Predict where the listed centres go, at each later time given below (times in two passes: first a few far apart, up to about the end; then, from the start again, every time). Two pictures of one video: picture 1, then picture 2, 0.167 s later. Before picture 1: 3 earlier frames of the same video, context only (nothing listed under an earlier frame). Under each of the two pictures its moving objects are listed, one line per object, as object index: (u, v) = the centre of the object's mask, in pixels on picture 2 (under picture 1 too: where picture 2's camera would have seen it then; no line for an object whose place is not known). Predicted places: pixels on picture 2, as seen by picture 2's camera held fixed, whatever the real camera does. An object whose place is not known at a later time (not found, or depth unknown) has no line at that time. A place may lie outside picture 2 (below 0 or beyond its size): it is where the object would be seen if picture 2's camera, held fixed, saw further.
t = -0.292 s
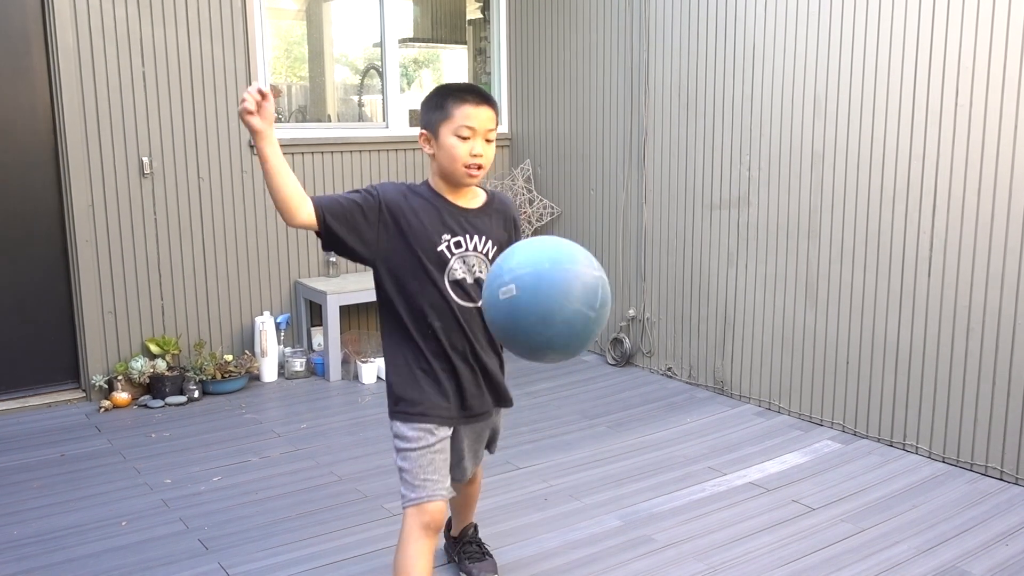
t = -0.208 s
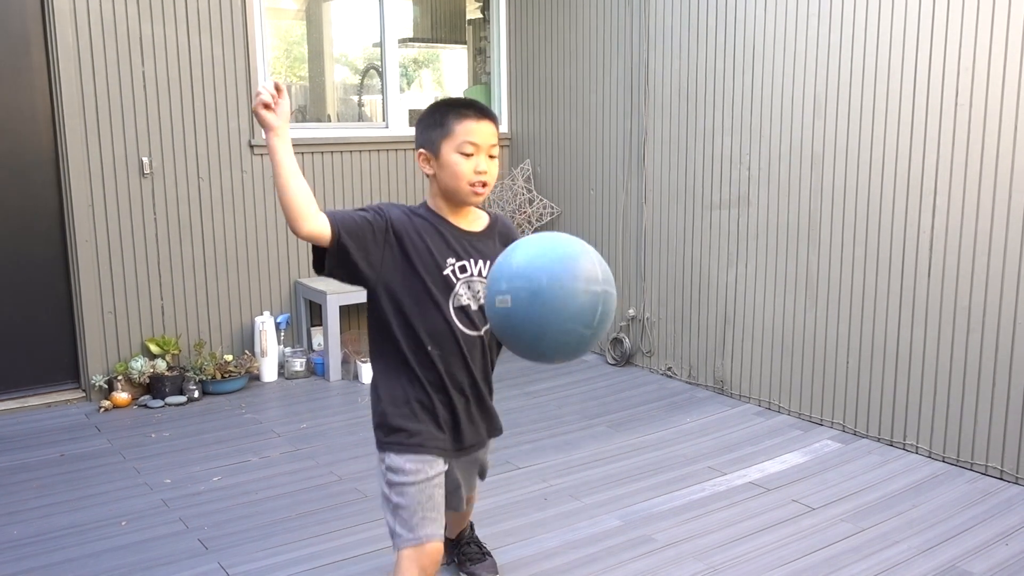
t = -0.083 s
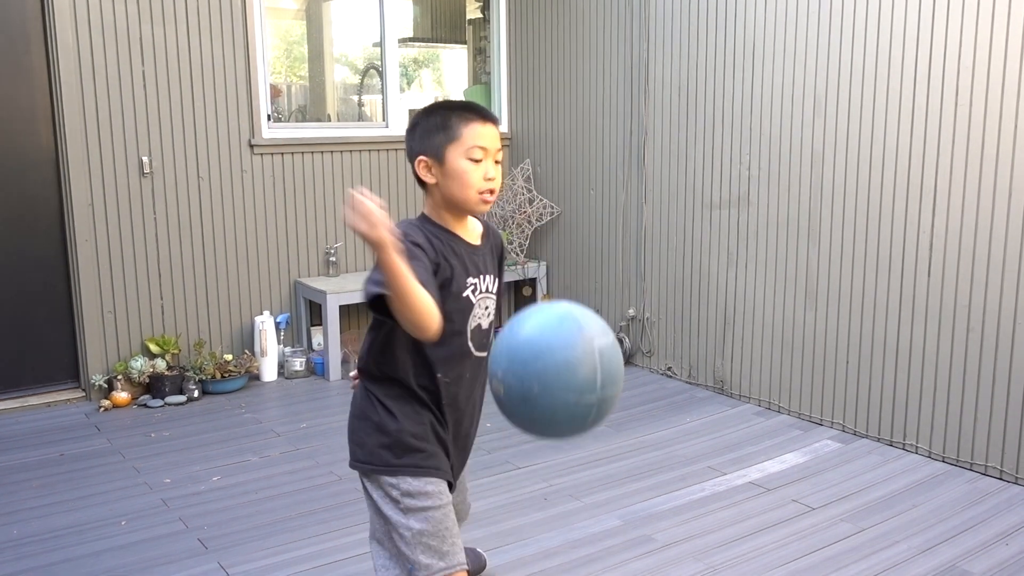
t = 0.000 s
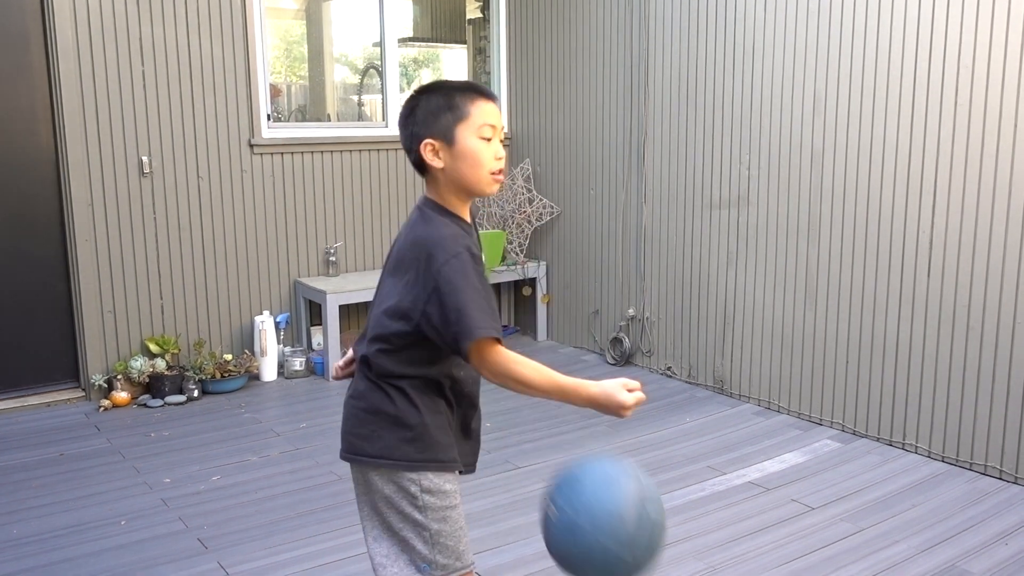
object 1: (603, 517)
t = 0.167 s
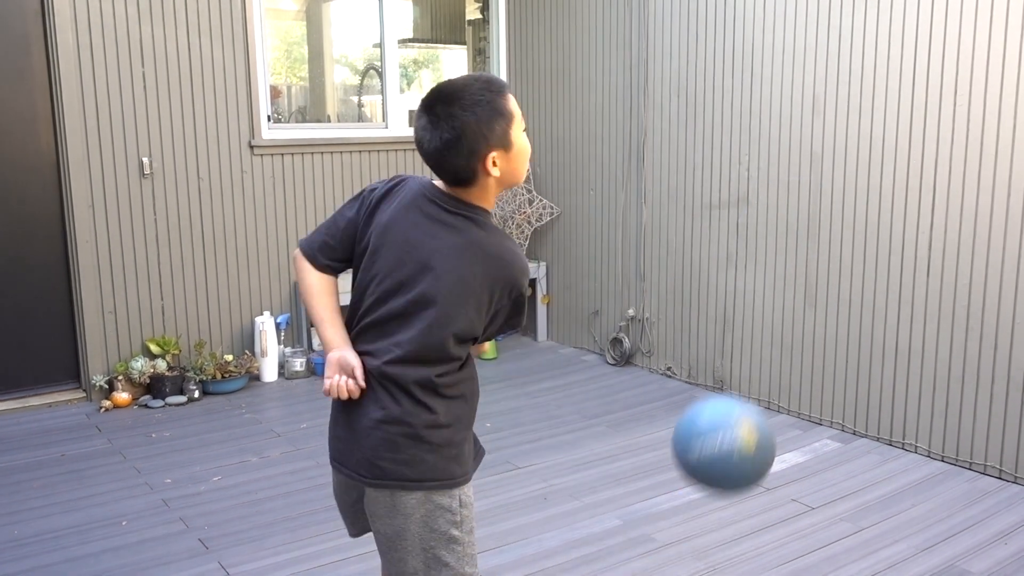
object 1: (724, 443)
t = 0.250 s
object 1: (771, 288)
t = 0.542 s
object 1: (897, 27)
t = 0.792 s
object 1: (940, 42)
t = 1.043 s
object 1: (811, 160)
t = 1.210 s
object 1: (716, 363)
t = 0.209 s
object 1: (749, 360)
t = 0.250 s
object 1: (771, 288)
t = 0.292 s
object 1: (793, 225)
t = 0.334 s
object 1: (814, 170)
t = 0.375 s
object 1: (833, 124)
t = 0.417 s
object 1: (851, 86)
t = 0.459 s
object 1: (868, 57)
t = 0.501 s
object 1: (884, 36)
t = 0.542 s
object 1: (897, 27)
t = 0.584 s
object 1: (910, 22)
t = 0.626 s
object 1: (922, 21)
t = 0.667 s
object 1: (934, 23)
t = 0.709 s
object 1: (944, 28)
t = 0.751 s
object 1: (954, 43)
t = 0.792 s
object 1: (940, 42)
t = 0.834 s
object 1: (920, 48)
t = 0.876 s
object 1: (900, 58)
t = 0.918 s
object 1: (879, 75)
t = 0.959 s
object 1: (857, 97)
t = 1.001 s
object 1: (834, 126)
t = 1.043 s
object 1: (811, 160)
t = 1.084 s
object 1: (788, 202)
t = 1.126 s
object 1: (765, 250)
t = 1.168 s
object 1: (741, 304)
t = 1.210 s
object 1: (716, 363)
